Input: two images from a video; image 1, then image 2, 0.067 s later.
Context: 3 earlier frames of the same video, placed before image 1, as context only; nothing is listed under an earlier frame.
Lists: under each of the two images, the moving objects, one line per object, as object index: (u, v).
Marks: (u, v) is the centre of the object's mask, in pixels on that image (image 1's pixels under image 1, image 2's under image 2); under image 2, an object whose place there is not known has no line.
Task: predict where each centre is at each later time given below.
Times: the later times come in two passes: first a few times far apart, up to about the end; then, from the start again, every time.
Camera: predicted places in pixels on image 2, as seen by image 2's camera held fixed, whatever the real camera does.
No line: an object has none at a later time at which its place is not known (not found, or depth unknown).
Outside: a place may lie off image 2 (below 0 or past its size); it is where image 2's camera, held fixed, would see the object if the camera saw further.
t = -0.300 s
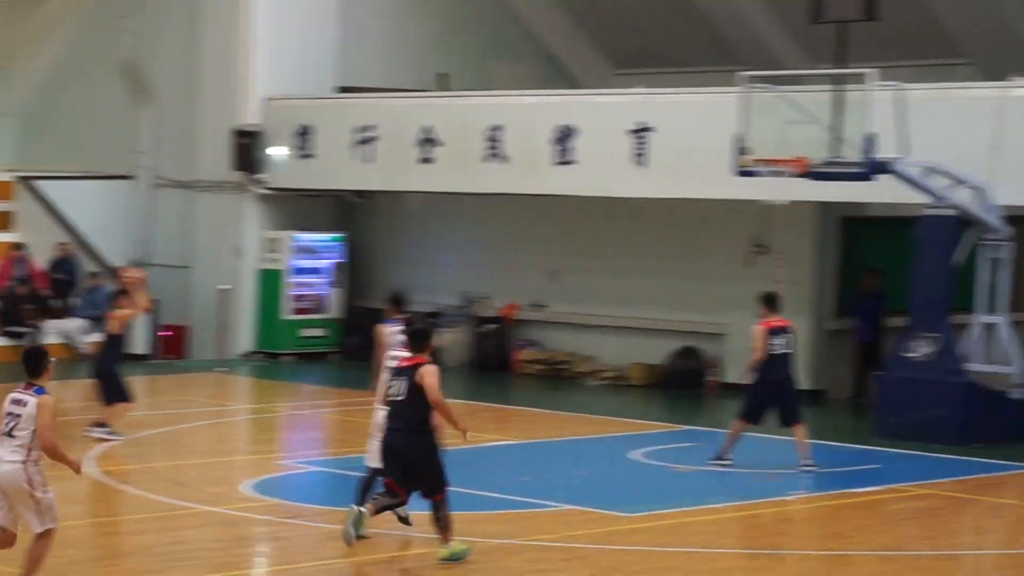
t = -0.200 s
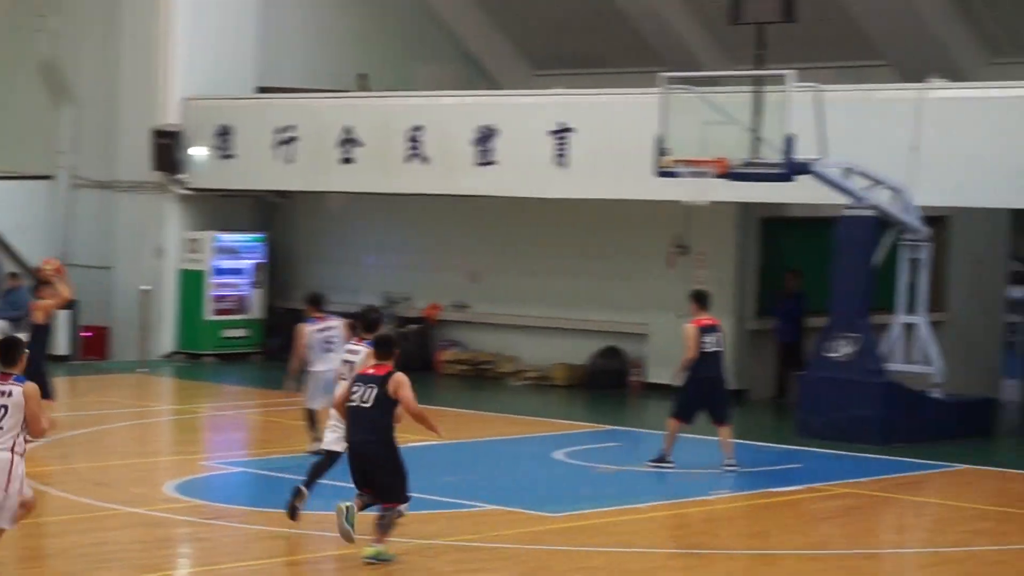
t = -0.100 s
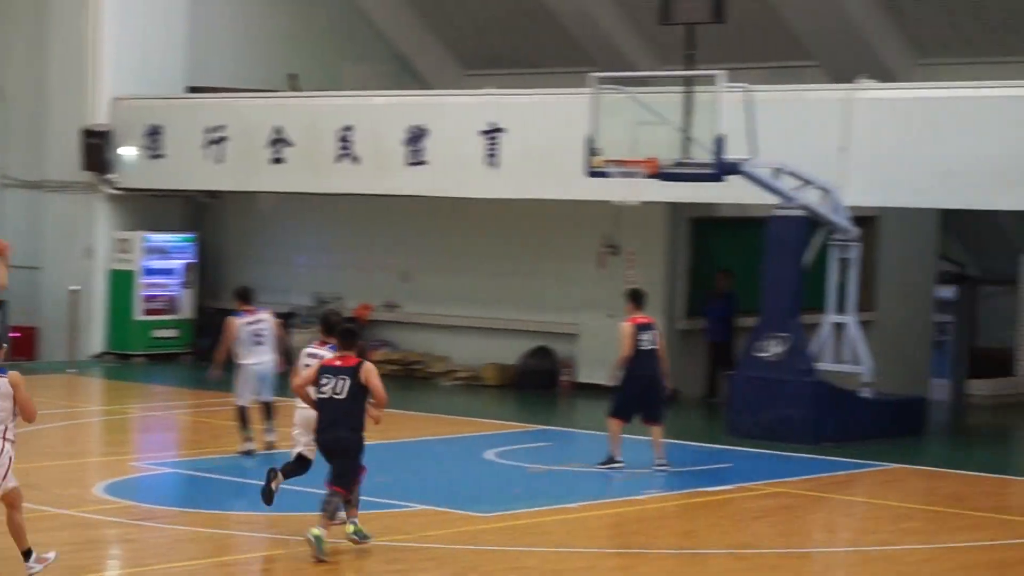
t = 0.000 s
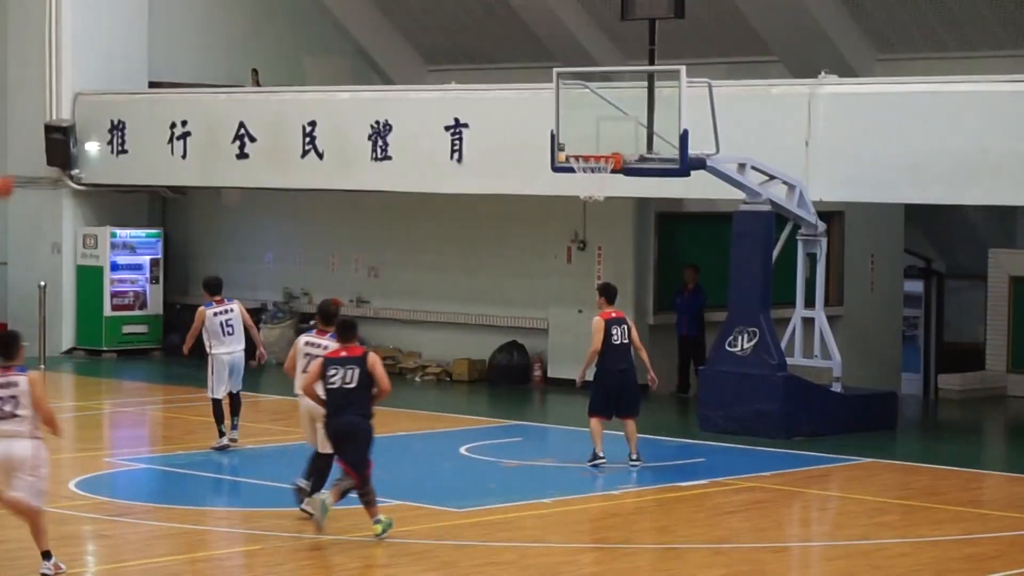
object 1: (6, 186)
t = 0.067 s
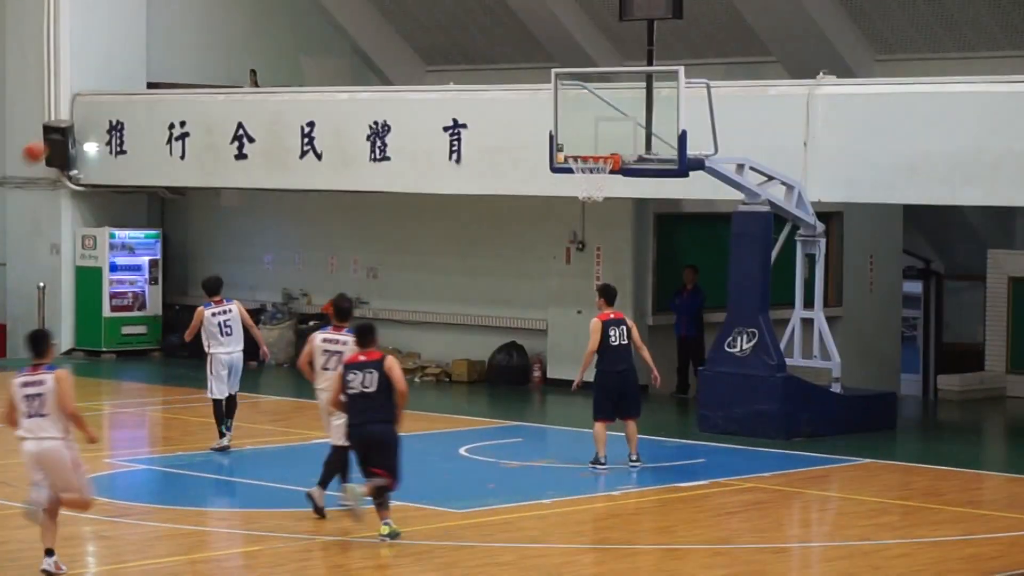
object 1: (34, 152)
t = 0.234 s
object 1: (118, 78)
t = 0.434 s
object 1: (217, 21)
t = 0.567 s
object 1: (280, 8)
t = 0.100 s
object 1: (51, 135)
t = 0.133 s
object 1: (66, 120)
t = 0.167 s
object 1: (83, 105)
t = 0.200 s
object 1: (101, 91)
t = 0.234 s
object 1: (118, 78)
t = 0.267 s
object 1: (134, 66)
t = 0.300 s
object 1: (151, 55)
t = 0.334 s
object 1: (168, 45)
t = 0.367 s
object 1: (184, 36)
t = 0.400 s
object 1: (200, 28)
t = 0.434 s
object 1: (217, 21)
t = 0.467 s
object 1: (233, 15)
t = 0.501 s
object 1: (250, 11)
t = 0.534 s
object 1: (264, 9)
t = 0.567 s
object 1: (280, 8)
